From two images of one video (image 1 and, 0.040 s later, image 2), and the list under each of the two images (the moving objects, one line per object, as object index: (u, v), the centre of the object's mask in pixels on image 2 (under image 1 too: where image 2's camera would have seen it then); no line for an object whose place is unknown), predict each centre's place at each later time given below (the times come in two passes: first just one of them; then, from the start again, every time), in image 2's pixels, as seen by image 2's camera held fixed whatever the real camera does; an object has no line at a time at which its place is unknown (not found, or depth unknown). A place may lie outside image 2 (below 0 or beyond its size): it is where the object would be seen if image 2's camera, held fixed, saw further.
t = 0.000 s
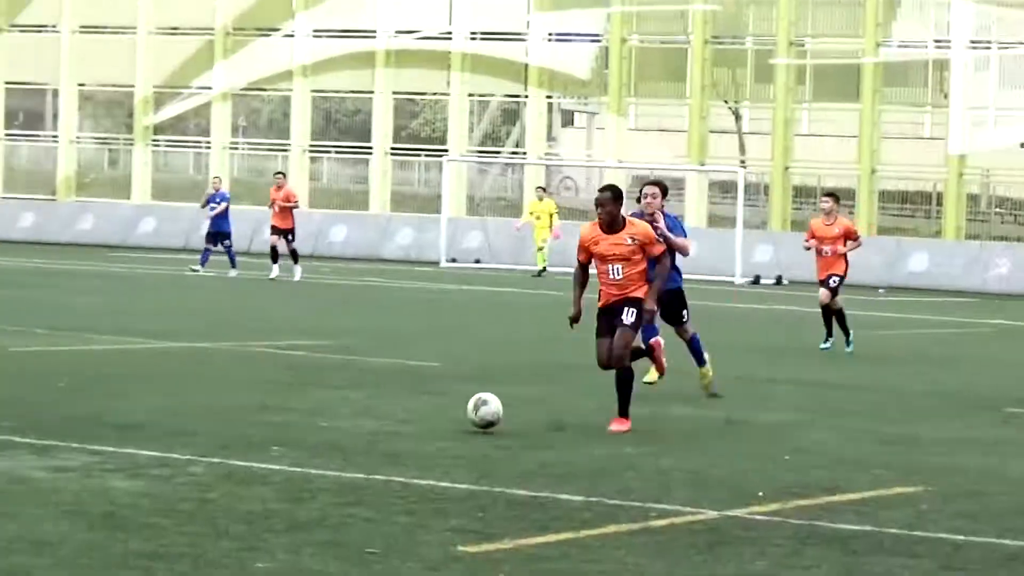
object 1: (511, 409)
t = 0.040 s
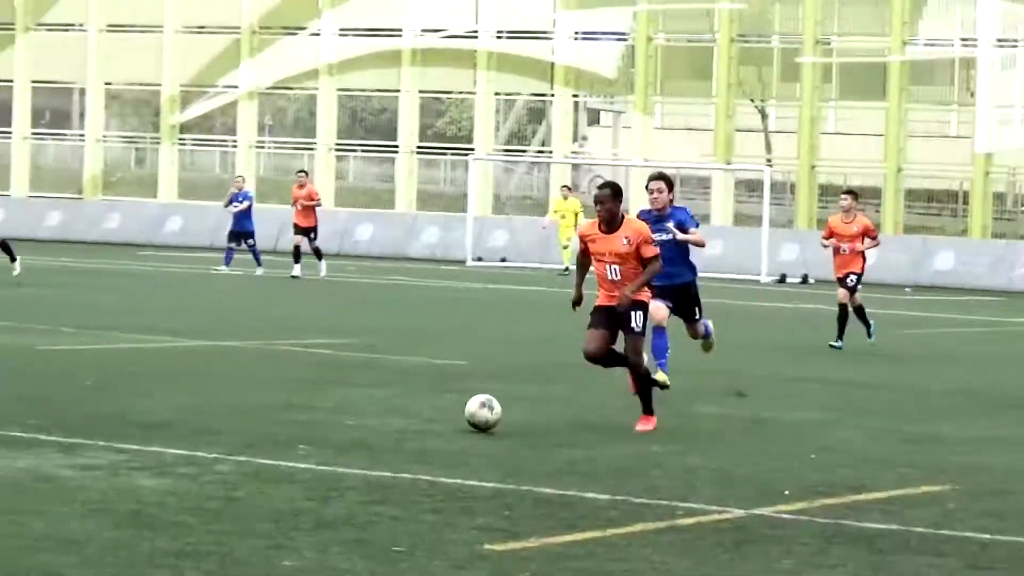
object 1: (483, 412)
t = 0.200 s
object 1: (386, 412)
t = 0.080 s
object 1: (457, 416)
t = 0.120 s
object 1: (433, 412)
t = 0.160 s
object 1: (410, 410)
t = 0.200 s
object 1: (386, 412)
